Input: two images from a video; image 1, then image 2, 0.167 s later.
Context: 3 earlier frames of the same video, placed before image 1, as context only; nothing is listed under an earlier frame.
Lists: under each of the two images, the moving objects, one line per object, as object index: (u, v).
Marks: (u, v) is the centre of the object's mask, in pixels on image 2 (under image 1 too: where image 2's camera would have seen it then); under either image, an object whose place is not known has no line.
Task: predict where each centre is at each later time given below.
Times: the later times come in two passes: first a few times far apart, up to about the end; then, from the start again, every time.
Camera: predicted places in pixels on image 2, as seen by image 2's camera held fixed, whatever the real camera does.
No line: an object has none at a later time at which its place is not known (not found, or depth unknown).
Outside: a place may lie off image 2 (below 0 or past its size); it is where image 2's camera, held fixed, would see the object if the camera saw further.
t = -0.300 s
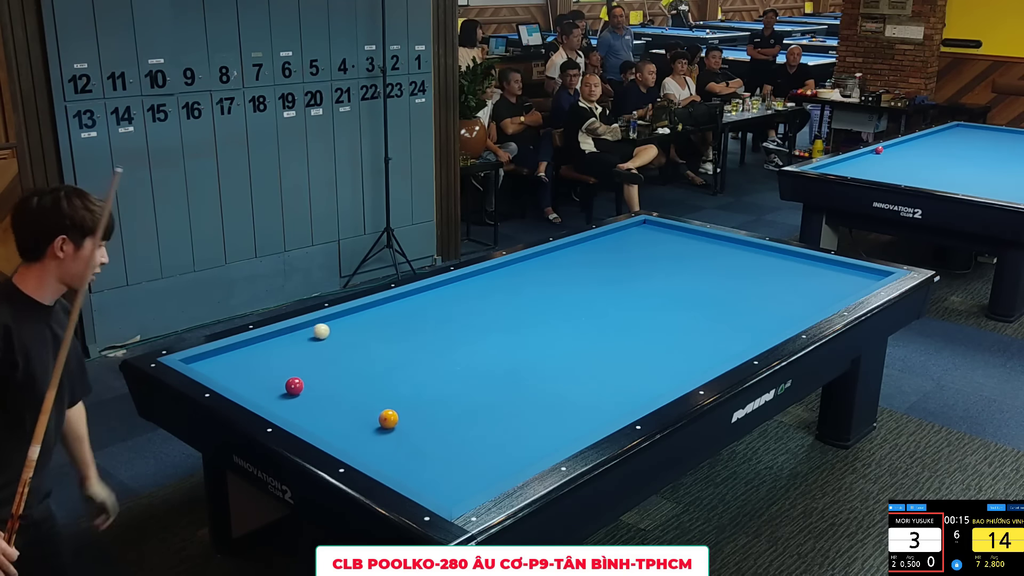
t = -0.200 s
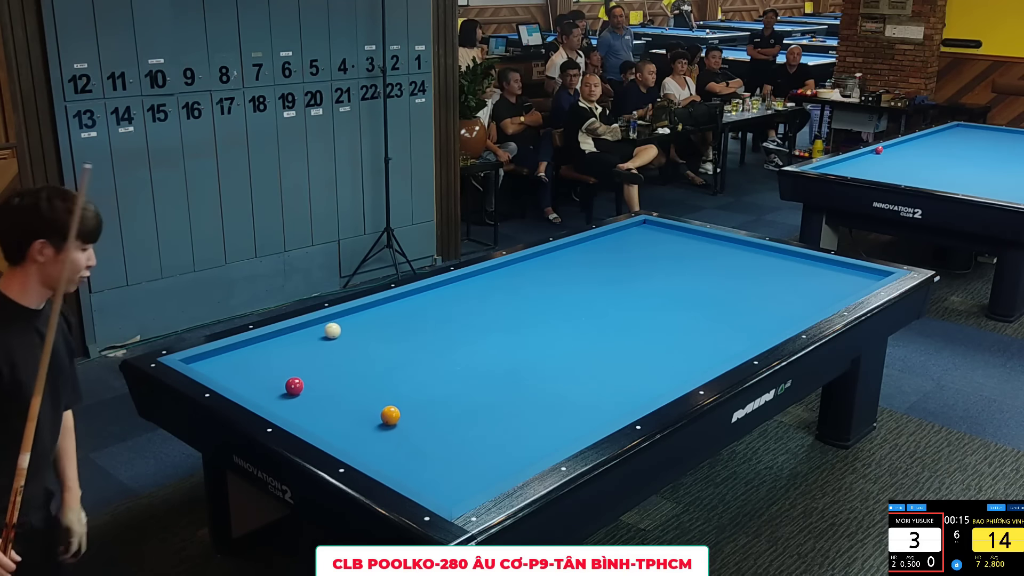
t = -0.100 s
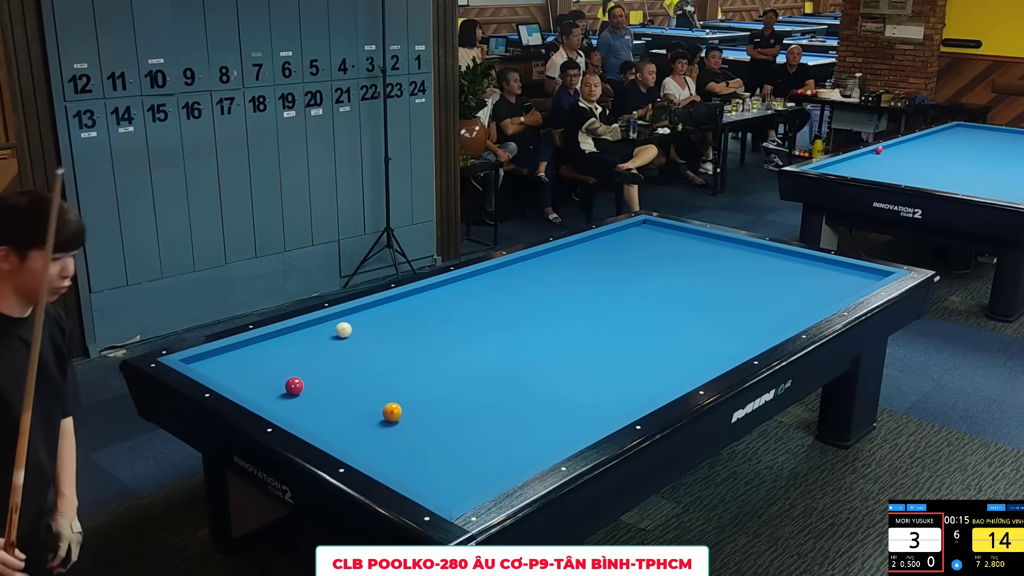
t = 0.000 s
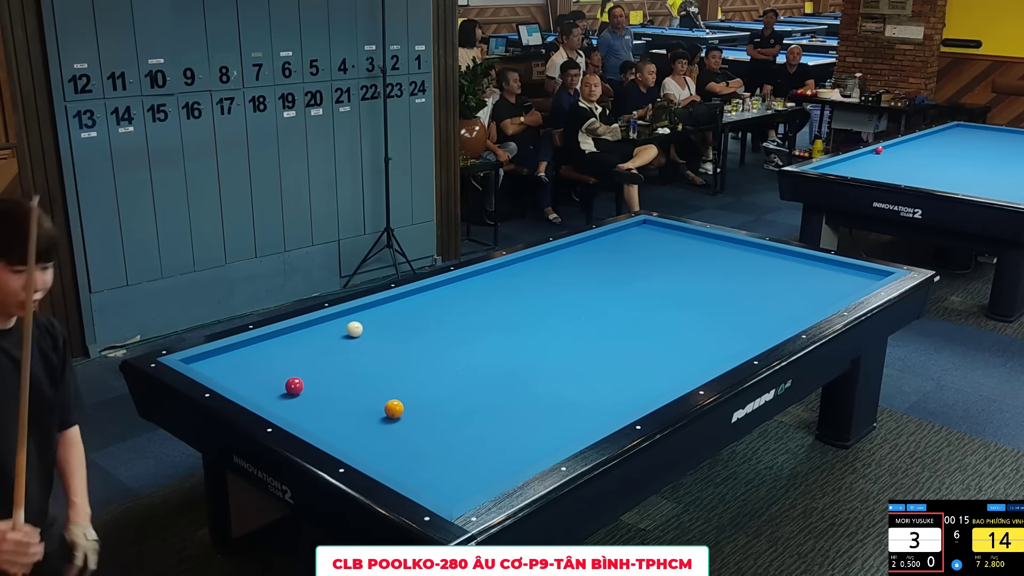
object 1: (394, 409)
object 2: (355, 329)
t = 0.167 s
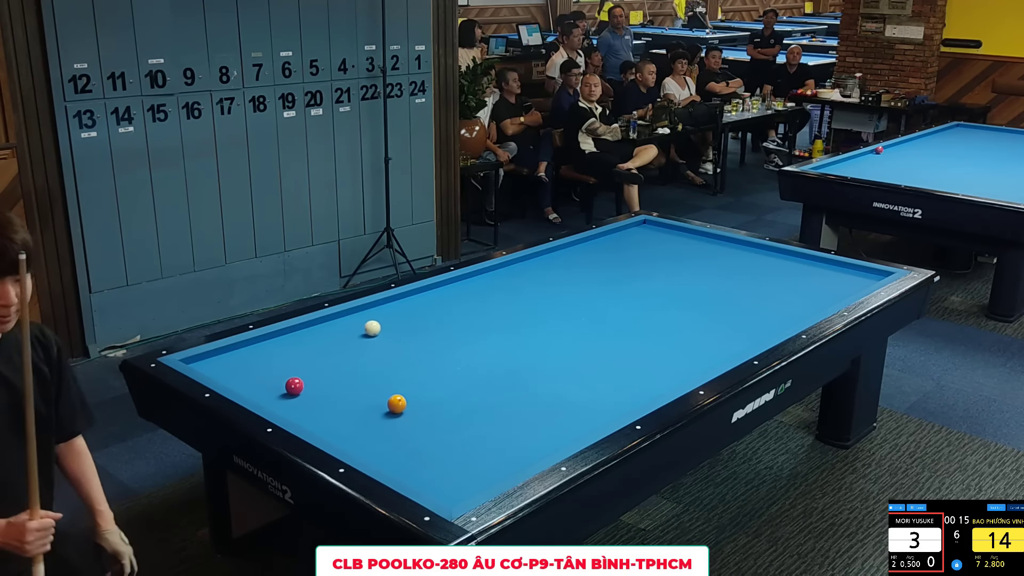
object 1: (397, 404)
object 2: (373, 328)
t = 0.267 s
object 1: (398, 401)
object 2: (383, 327)
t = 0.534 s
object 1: (402, 394)
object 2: (410, 326)
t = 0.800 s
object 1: (406, 387)
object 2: (436, 324)
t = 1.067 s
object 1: (409, 381)
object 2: (460, 323)
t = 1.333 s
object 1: (411, 375)
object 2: (483, 321)
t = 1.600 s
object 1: (413, 370)
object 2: (506, 320)
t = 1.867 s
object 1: (415, 365)
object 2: (527, 318)
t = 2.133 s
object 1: (417, 361)
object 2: (547, 317)
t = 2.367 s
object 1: (418, 358)
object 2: (564, 316)
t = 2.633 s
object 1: (419, 354)
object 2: (583, 315)
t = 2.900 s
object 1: (420, 351)
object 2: (600, 314)
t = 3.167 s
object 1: (421, 348)
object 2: (617, 313)
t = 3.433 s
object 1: (422, 346)
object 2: (633, 312)
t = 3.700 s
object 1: (422, 344)
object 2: (648, 311)
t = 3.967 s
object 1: (423, 342)
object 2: (662, 310)
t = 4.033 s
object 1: (423, 342)
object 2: (665, 310)
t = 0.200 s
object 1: (397, 403)
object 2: (376, 328)
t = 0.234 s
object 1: (398, 402)
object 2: (380, 327)
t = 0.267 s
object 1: (398, 401)
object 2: (383, 327)
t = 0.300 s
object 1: (399, 400)
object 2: (386, 327)
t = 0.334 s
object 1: (399, 399)
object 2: (390, 327)
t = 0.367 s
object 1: (400, 398)
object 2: (393, 326)
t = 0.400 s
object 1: (400, 397)
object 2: (397, 326)
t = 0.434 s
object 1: (401, 396)
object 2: (400, 326)
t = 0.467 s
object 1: (401, 395)
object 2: (403, 326)
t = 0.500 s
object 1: (402, 394)
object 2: (406, 326)
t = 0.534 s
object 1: (402, 394)
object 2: (410, 326)
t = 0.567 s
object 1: (403, 393)
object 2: (413, 326)
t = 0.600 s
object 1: (403, 392)
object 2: (416, 325)
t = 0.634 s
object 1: (404, 391)
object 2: (420, 325)
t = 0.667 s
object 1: (404, 390)
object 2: (423, 325)
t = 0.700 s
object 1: (404, 389)
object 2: (426, 325)
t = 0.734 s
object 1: (405, 388)
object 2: (430, 324)
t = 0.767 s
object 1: (405, 388)
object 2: (433, 324)
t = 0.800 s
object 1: (406, 387)
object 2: (436, 324)
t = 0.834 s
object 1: (406, 386)
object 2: (439, 324)
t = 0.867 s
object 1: (407, 385)
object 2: (442, 324)
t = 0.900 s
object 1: (407, 384)
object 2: (445, 324)
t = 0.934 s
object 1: (407, 384)
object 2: (448, 323)
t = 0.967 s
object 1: (408, 383)
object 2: (451, 323)
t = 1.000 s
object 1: (408, 382)
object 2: (454, 323)
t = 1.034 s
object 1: (408, 381)
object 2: (457, 323)
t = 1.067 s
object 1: (409, 381)
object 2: (460, 323)
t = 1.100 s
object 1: (409, 380)
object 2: (463, 322)
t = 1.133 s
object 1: (409, 379)
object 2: (466, 322)
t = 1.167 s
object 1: (409, 378)
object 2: (469, 322)
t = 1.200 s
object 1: (410, 378)
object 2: (472, 322)
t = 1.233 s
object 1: (410, 377)
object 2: (475, 322)
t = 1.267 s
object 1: (410, 376)
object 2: (478, 322)
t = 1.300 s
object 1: (411, 376)
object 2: (480, 321)
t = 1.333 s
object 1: (411, 375)
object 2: (483, 321)
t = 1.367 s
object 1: (411, 374)
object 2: (486, 321)
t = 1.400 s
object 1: (412, 373)
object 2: (489, 321)
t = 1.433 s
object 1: (412, 373)
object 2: (492, 321)
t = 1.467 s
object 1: (412, 372)
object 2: (495, 321)
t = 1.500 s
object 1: (412, 372)
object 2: (497, 320)
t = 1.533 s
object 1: (413, 371)
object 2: (500, 320)
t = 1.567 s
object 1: (413, 370)
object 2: (503, 320)
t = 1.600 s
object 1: (413, 370)
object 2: (506, 320)
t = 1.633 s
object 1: (413, 369)
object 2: (508, 320)
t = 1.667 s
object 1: (414, 369)
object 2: (511, 320)
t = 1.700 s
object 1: (414, 368)
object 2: (514, 319)
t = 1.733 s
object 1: (414, 368)
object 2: (517, 319)
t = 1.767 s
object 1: (414, 367)
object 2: (519, 319)
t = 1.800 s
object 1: (415, 366)
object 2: (522, 319)
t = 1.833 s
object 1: (415, 366)
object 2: (524, 319)
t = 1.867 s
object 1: (415, 365)
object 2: (527, 318)
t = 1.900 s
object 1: (415, 364)
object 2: (530, 318)
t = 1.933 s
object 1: (416, 364)
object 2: (532, 318)
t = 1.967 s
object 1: (416, 364)
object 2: (535, 318)
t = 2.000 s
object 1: (416, 363)
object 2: (537, 318)
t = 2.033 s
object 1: (416, 362)
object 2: (540, 318)
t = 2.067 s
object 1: (416, 362)
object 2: (542, 318)
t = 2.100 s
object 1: (416, 361)
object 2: (545, 318)
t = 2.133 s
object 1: (417, 361)
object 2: (547, 317)
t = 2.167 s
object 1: (417, 360)
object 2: (550, 317)
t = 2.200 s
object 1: (417, 360)
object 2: (552, 317)
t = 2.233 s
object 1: (417, 359)
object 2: (554, 317)
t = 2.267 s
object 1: (417, 359)
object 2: (557, 317)
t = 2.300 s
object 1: (417, 359)
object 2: (559, 317)
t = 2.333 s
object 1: (418, 358)
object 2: (562, 316)
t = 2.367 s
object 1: (418, 358)
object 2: (564, 316)
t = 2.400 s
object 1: (418, 357)
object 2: (567, 316)
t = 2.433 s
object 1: (418, 357)
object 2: (569, 316)
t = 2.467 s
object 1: (418, 356)
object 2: (571, 316)
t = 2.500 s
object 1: (418, 356)
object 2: (574, 316)
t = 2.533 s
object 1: (418, 355)
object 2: (576, 315)
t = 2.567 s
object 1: (419, 355)
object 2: (578, 315)
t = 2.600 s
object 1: (419, 354)
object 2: (580, 315)
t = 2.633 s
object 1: (419, 354)
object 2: (583, 315)
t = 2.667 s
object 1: (419, 354)
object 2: (585, 315)
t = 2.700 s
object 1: (419, 353)
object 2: (587, 315)
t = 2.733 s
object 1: (419, 353)
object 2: (589, 315)
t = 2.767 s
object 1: (420, 352)
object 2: (592, 314)
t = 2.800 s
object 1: (420, 352)
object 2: (594, 315)
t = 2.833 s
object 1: (420, 352)
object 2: (596, 314)
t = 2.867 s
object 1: (420, 351)
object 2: (598, 314)
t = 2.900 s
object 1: (420, 351)
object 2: (600, 314)
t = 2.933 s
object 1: (420, 351)
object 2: (603, 314)
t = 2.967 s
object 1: (420, 350)
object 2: (605, 314)
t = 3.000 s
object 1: (421, 350)
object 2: (607, 314)
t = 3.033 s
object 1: (421, 350)
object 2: (609, 314)
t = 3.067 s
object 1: (421, 349)
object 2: (611, 313)
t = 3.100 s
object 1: (421, 349)
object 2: (613, 313)
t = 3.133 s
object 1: (421, 349)
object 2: (615, 313)
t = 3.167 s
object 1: (421, 348)
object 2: (617, 313)
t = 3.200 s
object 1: (421, 348)
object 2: (619, 313)
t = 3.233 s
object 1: (421, 348)
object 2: (621, 313)
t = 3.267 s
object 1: (421, 347)
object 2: (623, 312)
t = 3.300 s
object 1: (421, 347)
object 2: (625, 313)
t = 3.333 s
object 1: (422, 347)
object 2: (627, 312)
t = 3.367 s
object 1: (422, 347)
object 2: (629, 312)
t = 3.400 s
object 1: (422, 346)
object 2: (631, 312)
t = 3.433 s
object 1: (422, 346)
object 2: (633, 312)
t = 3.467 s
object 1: (422, 346)
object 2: (635, 312)
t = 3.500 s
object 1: (422, 345)
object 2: (637, 312)
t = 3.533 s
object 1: (422, 345)
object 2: (639, 312)
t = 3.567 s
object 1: (422, 345)
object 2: (640, 311)
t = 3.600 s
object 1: (422, 345)
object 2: (642, 311)
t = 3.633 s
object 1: (422, 344)
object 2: (644, 312)
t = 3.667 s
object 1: (422, 344)
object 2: (646, 311)
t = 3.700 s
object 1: (422, 344)
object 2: (648, 311)
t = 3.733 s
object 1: (422, 344)
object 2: (650, 311)
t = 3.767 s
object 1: (422, 343)
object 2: (652, 311)
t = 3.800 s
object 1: (423, 343)
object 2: (653, 311)
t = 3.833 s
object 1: (423, 343)
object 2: (655, 311)
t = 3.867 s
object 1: (423, 343)
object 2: (657, 311)
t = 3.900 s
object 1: (423, 343)
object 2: (658, 310)
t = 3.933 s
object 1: (423, 342)
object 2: (660, 310)
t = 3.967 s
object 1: (423, 342)
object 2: (662, 310)
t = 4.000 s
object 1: (423, 342)
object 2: (663, 310)
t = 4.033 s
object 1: (423, 342)
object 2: (665, 310)
